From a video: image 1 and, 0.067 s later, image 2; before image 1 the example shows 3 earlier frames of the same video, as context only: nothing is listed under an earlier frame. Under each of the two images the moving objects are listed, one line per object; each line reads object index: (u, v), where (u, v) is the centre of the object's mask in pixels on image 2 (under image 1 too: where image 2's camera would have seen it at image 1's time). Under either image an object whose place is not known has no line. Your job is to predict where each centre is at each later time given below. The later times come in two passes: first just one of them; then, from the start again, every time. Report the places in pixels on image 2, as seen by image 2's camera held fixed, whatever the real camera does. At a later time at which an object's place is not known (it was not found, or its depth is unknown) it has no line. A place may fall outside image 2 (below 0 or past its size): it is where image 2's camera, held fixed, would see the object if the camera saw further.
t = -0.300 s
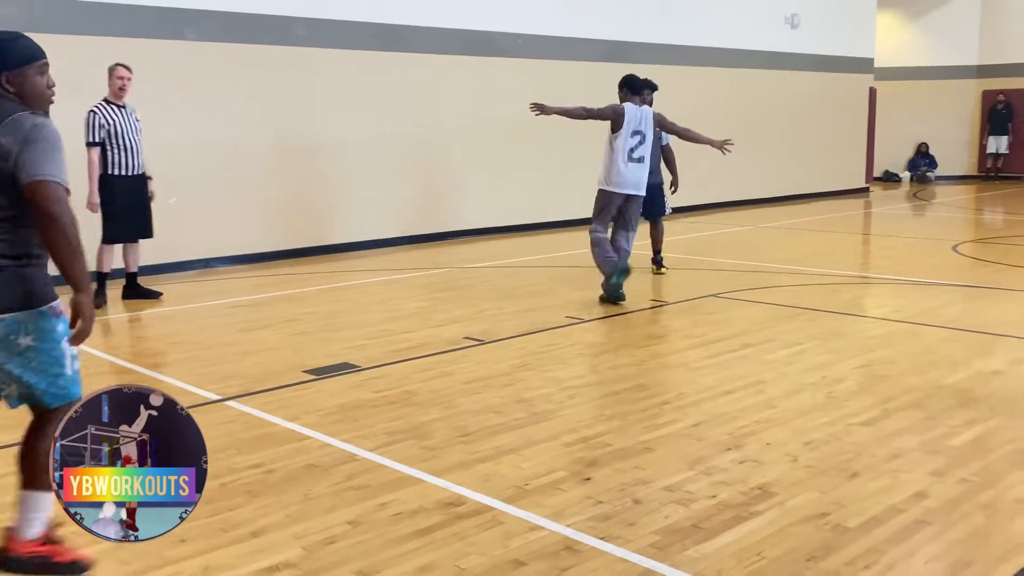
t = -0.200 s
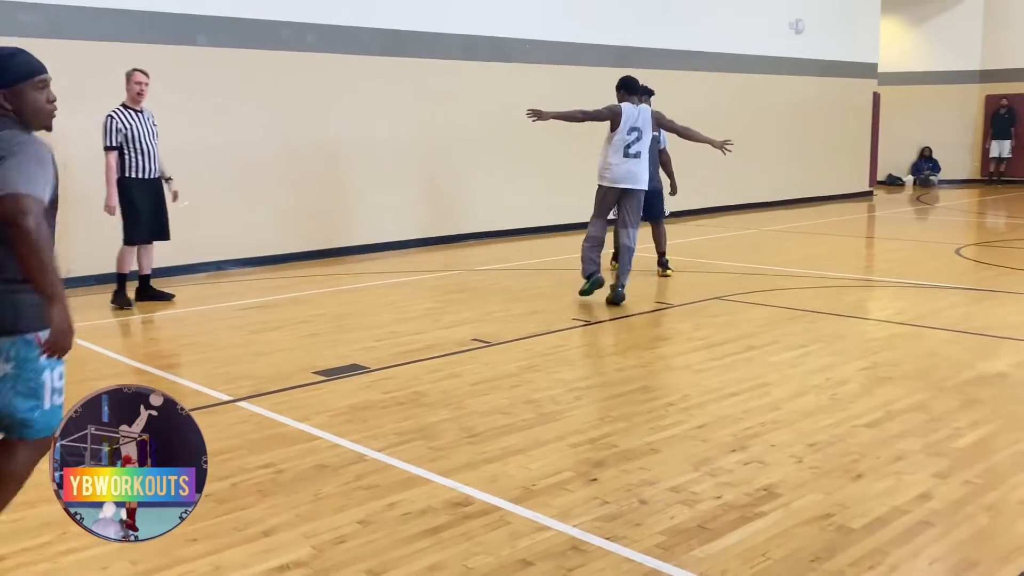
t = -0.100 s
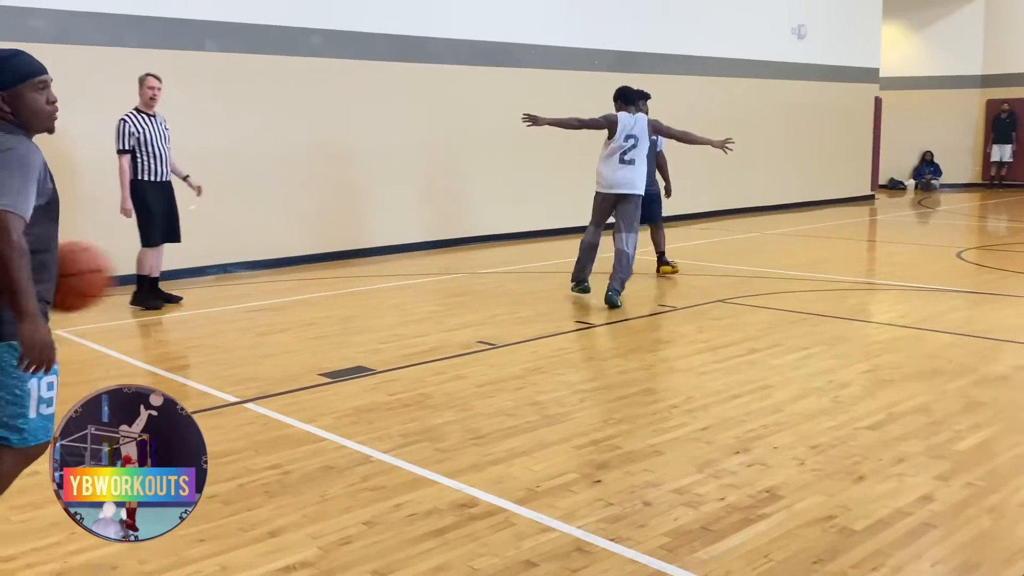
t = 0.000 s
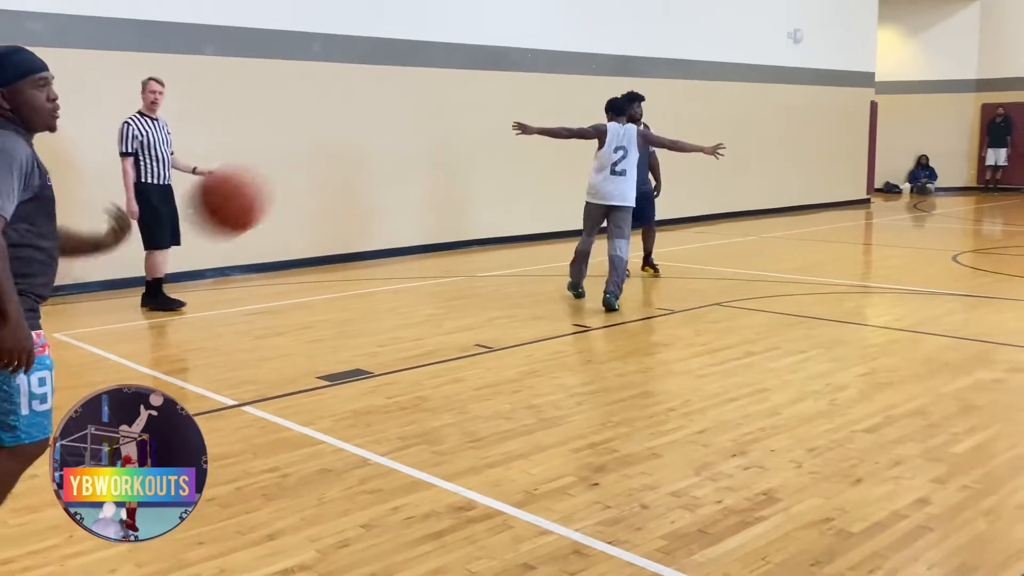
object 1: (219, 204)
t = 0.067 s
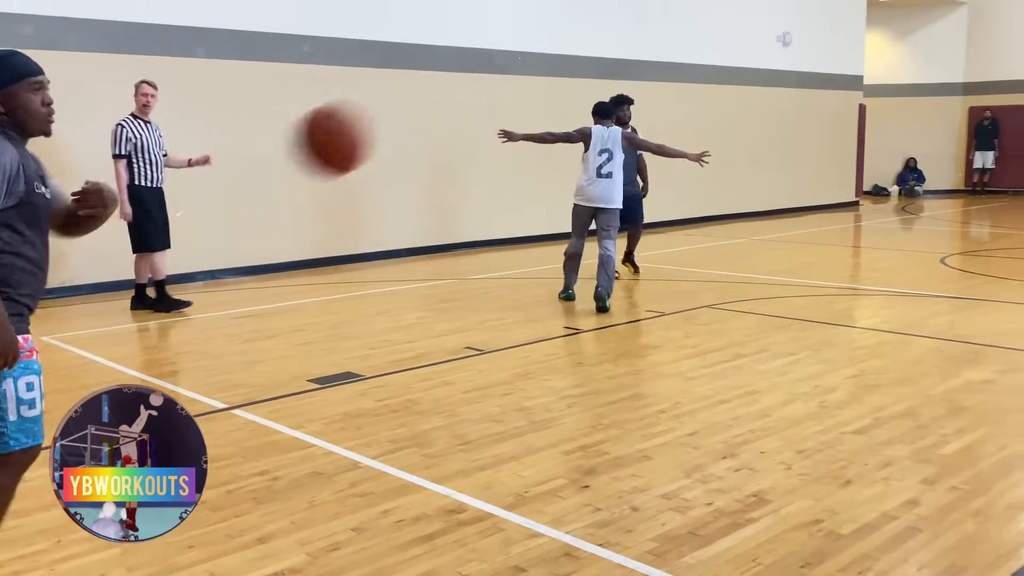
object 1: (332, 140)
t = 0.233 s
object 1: (630, 25)
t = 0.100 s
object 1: (390, 111)
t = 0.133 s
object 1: (451, 85)
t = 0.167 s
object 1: (511, 63)
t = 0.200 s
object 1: (569, 43)
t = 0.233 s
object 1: (630, 25)
